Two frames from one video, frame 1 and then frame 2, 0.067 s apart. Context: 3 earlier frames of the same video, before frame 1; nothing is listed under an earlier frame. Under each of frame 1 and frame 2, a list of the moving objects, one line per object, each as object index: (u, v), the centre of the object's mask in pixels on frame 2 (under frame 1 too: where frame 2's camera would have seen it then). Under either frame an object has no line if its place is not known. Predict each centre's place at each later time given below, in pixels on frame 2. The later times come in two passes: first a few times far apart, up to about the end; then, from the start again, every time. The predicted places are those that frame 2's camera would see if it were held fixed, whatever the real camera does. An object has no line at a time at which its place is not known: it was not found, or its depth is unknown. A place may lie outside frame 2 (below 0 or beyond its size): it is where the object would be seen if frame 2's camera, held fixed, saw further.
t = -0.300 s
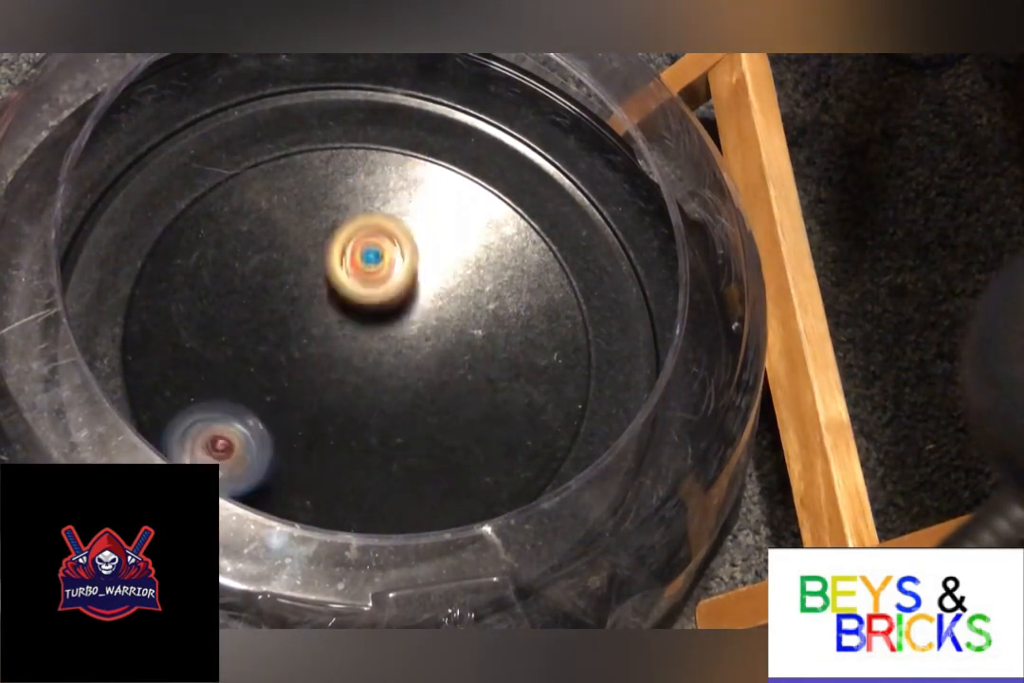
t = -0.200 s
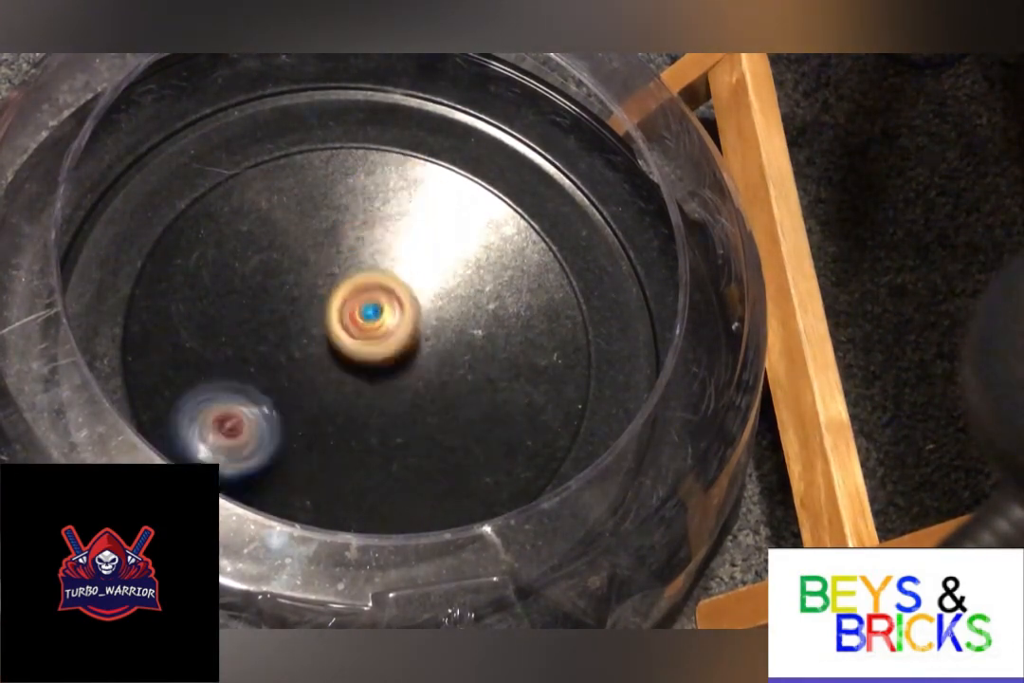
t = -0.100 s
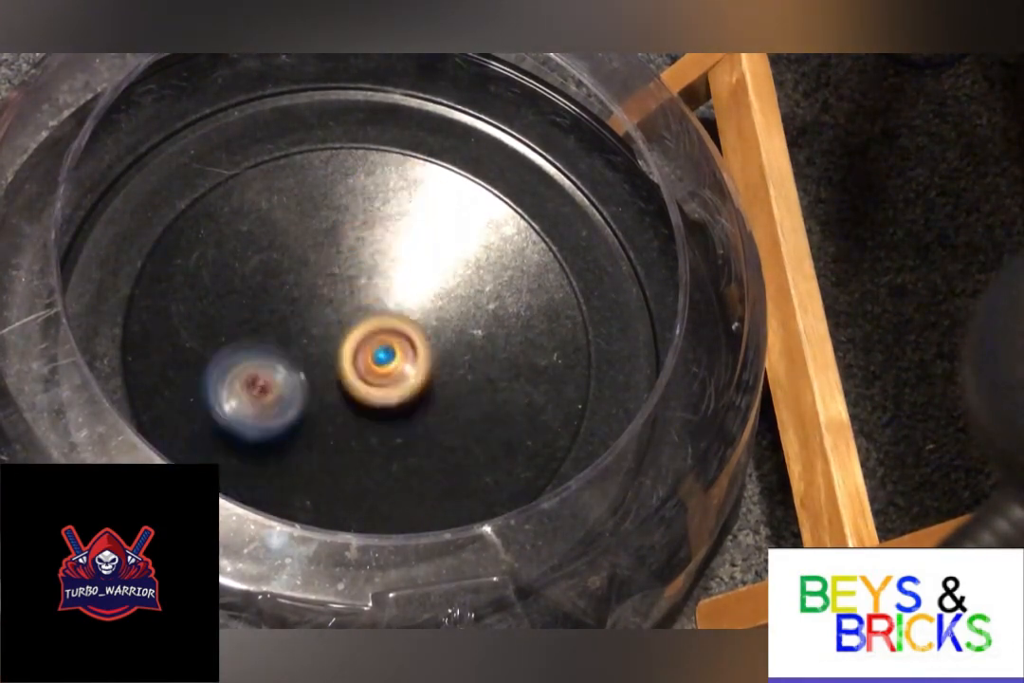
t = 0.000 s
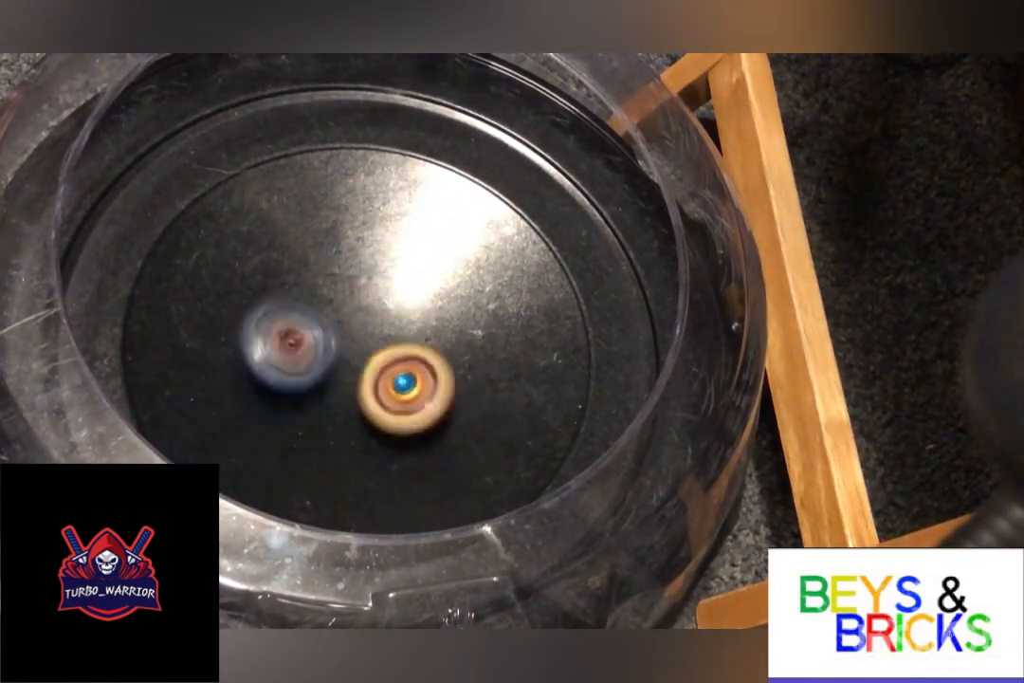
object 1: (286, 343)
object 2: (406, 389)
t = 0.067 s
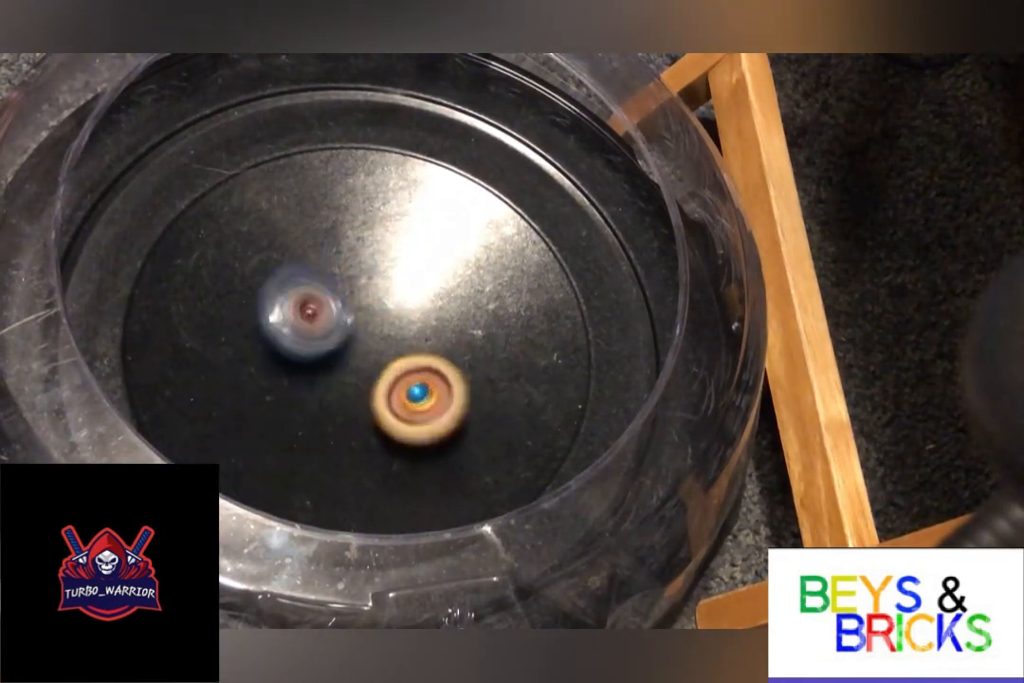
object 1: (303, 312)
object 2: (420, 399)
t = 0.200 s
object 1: (331, 258)
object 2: (438, 412)
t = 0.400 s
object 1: (365, 195)
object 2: (418, 401)
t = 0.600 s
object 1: (381, 238)
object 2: (347, 370)
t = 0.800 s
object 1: (414, 345)
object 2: (280, 362)
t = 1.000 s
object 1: (457, 409)
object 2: (257, 352)
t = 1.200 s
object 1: (465, 423)
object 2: (298, 335)
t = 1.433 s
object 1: (371, 386)
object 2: (351, 274)
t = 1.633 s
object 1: (304, 404)
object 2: (360, 239)
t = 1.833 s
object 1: (291, 378)
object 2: (368, 257)
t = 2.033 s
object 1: (283, 324)
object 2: (402, 324)
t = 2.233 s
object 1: (278, 303)
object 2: (419, 362)
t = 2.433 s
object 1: (347, 306)
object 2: (405, 382)
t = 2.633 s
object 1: (395, 275)
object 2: (371, 404)
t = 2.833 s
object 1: (411, 288)
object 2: (332, 383)
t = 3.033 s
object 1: (412, 344)
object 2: (304, 351)
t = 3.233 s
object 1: (420, 386)
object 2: (309, 318)
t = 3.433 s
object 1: (377, 381)
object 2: (341, 298)
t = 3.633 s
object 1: (323, 373)
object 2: (383, 282)
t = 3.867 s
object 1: (304, 342)
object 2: (428, 305)
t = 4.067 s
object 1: (341, 310)
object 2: (438, 346)
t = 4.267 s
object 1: (381, 289)
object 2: (415, 382)
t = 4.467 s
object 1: (390, 309)
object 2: (364, 394)
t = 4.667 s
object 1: (392, 333)
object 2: (313, 381)
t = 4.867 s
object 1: (427, 346)
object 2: (271, 346)
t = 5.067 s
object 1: (414, 350)
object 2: (280, 304)
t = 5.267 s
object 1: (393, 396)
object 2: (314, 251)
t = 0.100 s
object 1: (311, 298)
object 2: (426, 404)
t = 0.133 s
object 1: (317, 284)
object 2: (430, 407)
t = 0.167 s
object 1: (324, 270)
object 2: (435, 410)
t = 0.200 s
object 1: (331, 258)
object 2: (438, 412)
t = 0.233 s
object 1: (337, 245)
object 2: (439, 413)
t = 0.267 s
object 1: (344, 232)
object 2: (438, 414)
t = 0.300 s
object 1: (350, 221)
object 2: (435, 412)
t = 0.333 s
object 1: (354, 212)
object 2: (432, 410)
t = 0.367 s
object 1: (360, 201)
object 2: (425, 406)
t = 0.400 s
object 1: (365, 195)
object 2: (418, 401)
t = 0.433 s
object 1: (368, 194)
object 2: (409, 394)
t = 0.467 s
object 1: (370, 195)
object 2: (399, 389)
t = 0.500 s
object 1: (370, 197)
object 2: (386, 382)
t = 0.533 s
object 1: (375, 210)
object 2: (373, 378)
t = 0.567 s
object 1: (378, 222)
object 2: (360, 373)
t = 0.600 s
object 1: (381, 238)
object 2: (347, 370)
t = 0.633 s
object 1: (383, 255)
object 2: (333, 367)
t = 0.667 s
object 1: (387, 276)
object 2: (321, 365)
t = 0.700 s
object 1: (393, 293)
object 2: (308, 363)
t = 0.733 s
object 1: (398, 312)
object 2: (298, 362)
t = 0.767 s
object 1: (408, 329)
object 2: (288, 362)
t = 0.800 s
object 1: (414, 345)
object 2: (280, 362)
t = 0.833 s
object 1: (423, 359)
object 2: (272, 361)
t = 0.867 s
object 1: (431, 370)
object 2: (265, 360)
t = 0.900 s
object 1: (438, 379)
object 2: (260, 359)
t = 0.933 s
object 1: (444, 389)
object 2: (257, 357)
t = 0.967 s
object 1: (451, 400)
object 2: (256, 354)
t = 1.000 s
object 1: (457, 409)
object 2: (257, 352)
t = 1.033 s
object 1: (463, 418)
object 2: (261, 349)
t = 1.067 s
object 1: (468, 424)
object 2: (266, 347)
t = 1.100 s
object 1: (471, 427)
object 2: (273, 344)
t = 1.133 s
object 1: (471, 428)
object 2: (280, 340)
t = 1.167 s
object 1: (469, 427)
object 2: (288, 338)
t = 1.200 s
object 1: (465, 423)
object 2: (298, 335)
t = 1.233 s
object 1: (459, 417)
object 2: (308, 330)
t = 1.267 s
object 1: (447, 409)
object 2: (316, 325)
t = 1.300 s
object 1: (433, 401)
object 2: (326, 318)
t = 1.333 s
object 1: (417, 389)
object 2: (334, 312)
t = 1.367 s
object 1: (400, 380)
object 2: (342, 303)
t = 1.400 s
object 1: (384, 381)
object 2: (347, 288)
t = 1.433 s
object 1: (371, 386)
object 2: (351, 274)
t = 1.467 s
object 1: (361, 392)
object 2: (353, 263)
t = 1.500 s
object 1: (348, 395)
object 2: (355, 255)
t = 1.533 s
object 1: (336, 399)
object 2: (357, 249)
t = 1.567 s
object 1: (326, 402)
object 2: (357, 245)
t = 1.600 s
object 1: (316, 402)
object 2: (358, 241)
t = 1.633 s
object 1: (304, 404)
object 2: (360, 239)
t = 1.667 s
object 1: (297, 403)
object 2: (361, 238)
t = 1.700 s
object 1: (293, 401)
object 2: (362, 240)
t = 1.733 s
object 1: (289, 398)
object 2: (364, 242)
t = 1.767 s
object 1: (288, 393)
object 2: (365, 246)
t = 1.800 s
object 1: (290, 387)
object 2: (366, 251)
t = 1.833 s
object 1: (291, 378)
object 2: (368, 257)
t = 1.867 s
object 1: (295, 368)
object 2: (370, 265)
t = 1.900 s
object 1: (297, 357)
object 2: (372, 276)
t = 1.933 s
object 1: (300, 346)
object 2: (375, 289)
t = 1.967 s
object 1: (293, 333)
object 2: (384, 300)
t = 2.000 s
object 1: (286, 327)
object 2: (393, 312)
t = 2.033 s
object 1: (283, 324)
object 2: (402, 324)
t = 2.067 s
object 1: (278, 318)
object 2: (408, 334)
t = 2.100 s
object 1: (272, 311)
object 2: (413, 342)
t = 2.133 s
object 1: (271, 308)
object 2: (415, 349)
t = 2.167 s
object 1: (271, 304)
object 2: (417, 354)
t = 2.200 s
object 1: (274, 303)
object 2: (418, 358)
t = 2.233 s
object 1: (278, 303)
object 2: (419, 362)
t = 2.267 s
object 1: (288, 305)
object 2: (418, 365)
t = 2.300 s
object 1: (296, 306)
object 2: (417, 368)
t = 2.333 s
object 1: (310, 308)
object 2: (415, 372)
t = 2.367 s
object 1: (323, 309)
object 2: (412, 375)
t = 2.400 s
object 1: (335, 309)
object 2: (409, 378)
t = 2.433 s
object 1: (347, 306)
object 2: (405, 382)
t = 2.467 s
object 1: (359, 302)
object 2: (401, 390)
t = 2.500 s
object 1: (366, 296)
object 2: (396, 397)
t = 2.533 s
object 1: (372, 289)
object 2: (389, 402)
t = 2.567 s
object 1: (379, 283)
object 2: (383, 404)
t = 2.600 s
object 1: (386, 277)
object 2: (377, 405)
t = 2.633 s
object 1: (395, 275)
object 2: (371, 404)
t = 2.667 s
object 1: (402, 271)
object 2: (365, 403)
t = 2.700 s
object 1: (406, 269)
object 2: (358, 400)
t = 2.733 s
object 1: (410, 271)
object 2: (352, 397)
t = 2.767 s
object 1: (411, 274)
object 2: (344, 393)
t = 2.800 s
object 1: (413, 280)
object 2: (338, 389)
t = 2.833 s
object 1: (411, 288)
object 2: (332, 383)
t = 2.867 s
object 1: (411, 297)
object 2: (327, 378)
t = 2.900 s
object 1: (408, 308)
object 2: (323, 372)
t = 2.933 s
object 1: (405, 319)
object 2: (319, 366)
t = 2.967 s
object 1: (407, 329)
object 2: (315, 361)
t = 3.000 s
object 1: (409, 338)
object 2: (309, 358)
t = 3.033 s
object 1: (412, 344)
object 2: (304, 351)
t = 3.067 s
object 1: (416, 351)
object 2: (301, 345)
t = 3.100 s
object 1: (419, 357)
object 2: (301, 339)
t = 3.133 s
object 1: (422, 368)
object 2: (301, 333)
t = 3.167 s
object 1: (423, 373)
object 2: (303, 328)
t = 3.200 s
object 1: (421, 383)
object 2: (306, 323)
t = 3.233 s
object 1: (420, 386)
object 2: (309, 318)
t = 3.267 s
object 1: (417, 390)
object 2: (312, 313)
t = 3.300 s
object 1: (412, 388)
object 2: (318, 309)
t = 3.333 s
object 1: (405, 392)
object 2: (323, 306)
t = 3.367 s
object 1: (396, 386)
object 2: (328, 303)
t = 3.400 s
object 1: (389, 384)
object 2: (334, 300)
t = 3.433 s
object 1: (377, 381)
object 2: (341, 298)
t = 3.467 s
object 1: (368, 381)
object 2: (347, 293)
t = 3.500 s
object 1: (355, 381)
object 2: (354, 288)
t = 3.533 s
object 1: (349, 381)
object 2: (361, 285)
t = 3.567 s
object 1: (341, 380)
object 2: (368, 283)
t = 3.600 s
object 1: (332, 378)
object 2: (376, 282)
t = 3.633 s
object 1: (323, 373)
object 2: (383, 282)
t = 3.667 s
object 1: (316, 370)
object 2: (390, 283)
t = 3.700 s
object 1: (309, 366)
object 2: (398, 285)
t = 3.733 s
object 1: (306, 361)
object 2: (406, 287)
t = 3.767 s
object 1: (303, 356)
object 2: (412, 291)
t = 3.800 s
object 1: (301, 350)
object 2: (418, 295)
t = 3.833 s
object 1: (304, 346)
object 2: (424, 300)
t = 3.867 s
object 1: (304, 342)
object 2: (428, 305)
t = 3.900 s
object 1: (309, 335)
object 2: (432, 311)
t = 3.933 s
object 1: (315, 328)
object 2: (435, 317)
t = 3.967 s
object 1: (321, 323)
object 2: (437, 325)
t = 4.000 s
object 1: (325, 319)
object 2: (438, 331)
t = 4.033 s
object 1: (333, 314)
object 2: (439, 338)
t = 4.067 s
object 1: (341, 310)
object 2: (438, 346)
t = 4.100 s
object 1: (349, 306)
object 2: (436, 352)
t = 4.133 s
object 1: (357, 301)
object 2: (434, 360)
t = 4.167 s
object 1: (362, 298)
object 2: (430, 367)
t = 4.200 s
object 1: (369, 295)
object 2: (426, 373)
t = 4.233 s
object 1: (376, 288)
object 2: (421, 378)
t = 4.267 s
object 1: (381, 289)
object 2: (415, 382)
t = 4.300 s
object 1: (382, 288)
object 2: (408, 386)
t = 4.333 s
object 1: (384, 292)
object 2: (400, 389)
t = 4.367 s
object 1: (385, 295)
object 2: (391, 391)
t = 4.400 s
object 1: (387, 299)
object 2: (383, 392)
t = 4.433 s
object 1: (386, 307)
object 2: (374, 391)
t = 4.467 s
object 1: (390, 309)
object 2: (364, 394)
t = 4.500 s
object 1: (393, 312)
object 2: (354, 394)
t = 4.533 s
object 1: (394, 315)
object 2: (345, 394)
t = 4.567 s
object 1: (396, 319)
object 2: (336, 392)
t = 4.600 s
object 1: (393, 324)
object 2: (328, 390)
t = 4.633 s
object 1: (391, 328)
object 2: (320, 386)
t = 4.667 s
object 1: (392, 333)
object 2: (313, 381)
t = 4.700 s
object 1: (400, 339)
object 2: (301, 378)
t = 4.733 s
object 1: (408, 342)
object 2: (291, 373)
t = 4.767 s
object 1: (413, 343)
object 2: (284, 367)
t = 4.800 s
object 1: (416, 342)
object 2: (278, 361)
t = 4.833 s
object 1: (422, 344)
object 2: (274, 353)
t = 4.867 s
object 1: (427, 346)
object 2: (271, 346)
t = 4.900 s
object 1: (431, 349)
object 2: (269, 338)
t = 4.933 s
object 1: (431, 351)
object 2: (268, 330)
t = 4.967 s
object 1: (430, 350)
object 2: (269, 322)
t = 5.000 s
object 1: (426, 352)
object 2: (271, 316)
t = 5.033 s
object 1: (421, 351)
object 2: (275, 309)
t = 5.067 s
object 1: (414, 350)
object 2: (280, 304)
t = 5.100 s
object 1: (407, 351)
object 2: (286, 298)
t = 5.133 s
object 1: (396, 352)
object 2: (293, 293)
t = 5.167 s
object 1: (384, 350)
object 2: (301, 290)
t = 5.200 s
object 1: (385, 364)
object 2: (306, 279)
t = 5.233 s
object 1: (385, 388)
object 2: (309, 263)
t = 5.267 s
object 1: (393, 396)
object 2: (314, 251)
